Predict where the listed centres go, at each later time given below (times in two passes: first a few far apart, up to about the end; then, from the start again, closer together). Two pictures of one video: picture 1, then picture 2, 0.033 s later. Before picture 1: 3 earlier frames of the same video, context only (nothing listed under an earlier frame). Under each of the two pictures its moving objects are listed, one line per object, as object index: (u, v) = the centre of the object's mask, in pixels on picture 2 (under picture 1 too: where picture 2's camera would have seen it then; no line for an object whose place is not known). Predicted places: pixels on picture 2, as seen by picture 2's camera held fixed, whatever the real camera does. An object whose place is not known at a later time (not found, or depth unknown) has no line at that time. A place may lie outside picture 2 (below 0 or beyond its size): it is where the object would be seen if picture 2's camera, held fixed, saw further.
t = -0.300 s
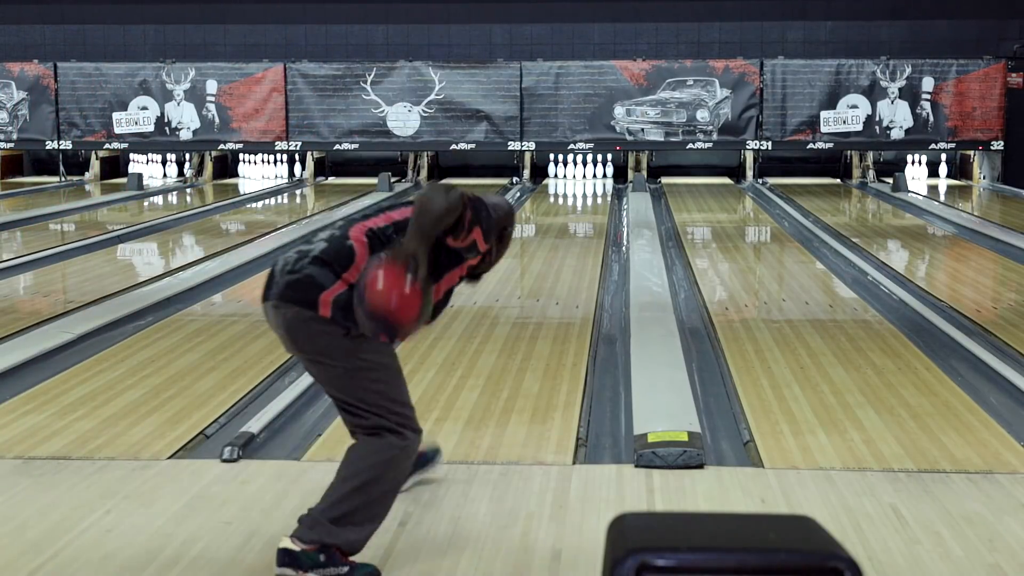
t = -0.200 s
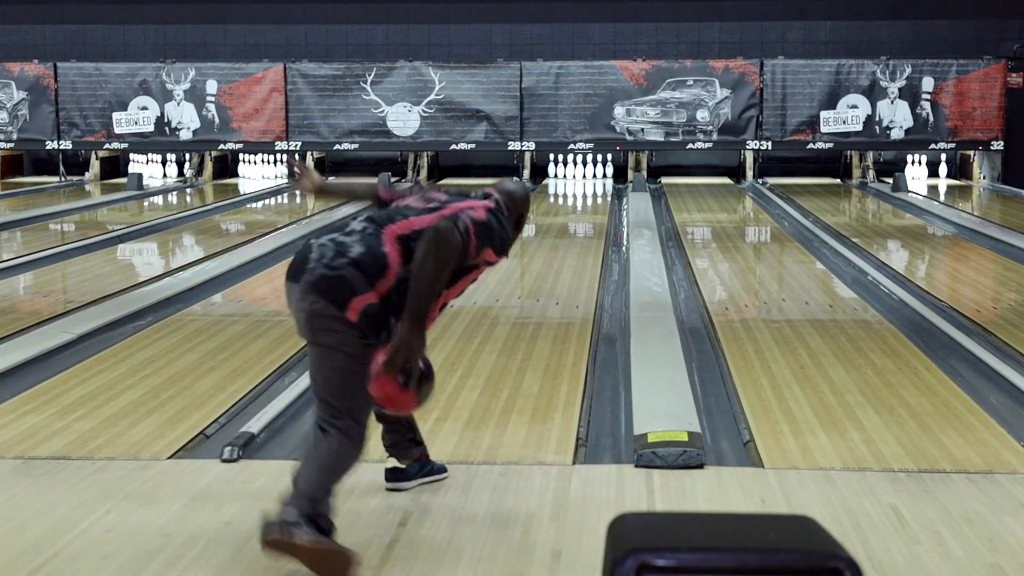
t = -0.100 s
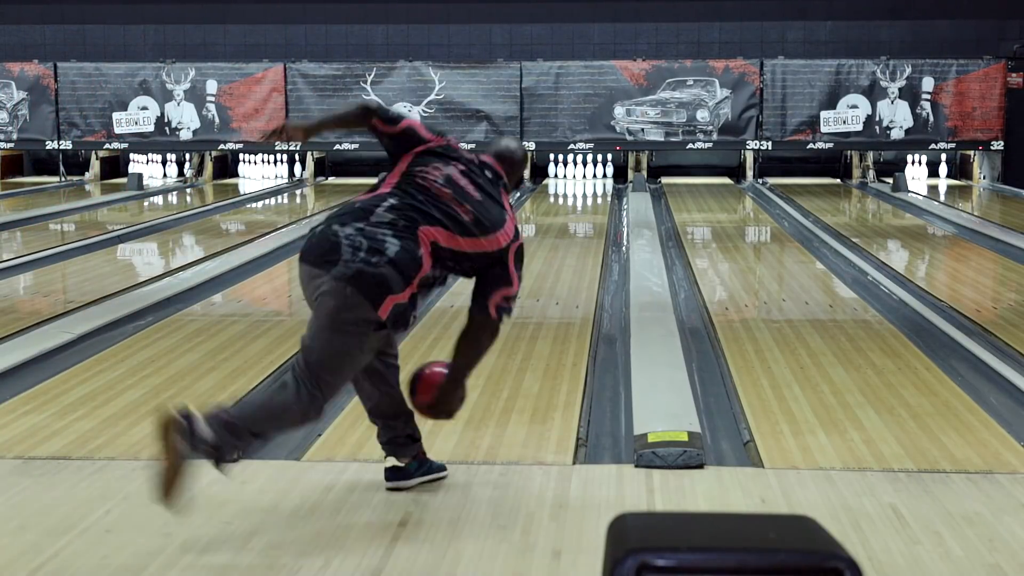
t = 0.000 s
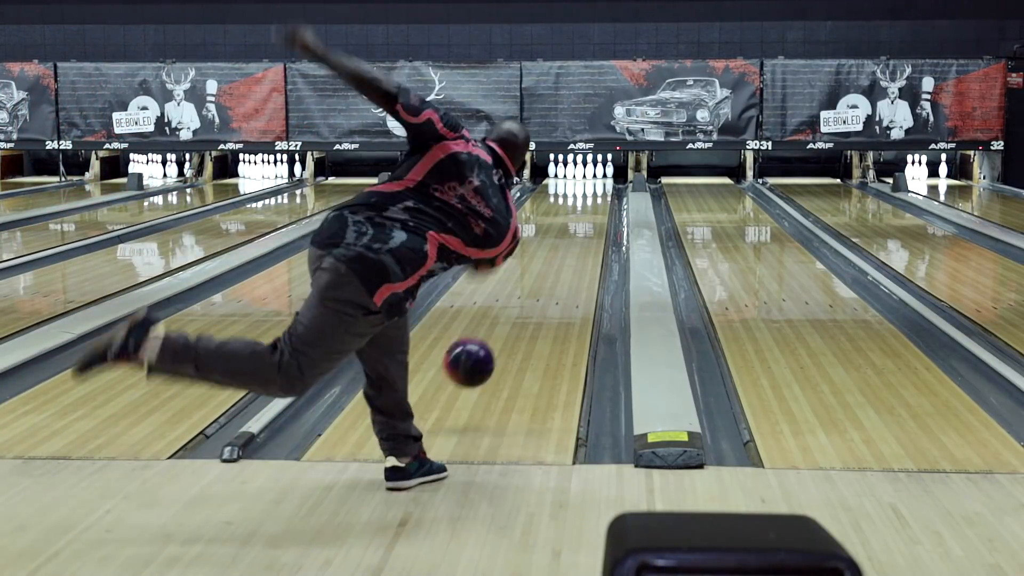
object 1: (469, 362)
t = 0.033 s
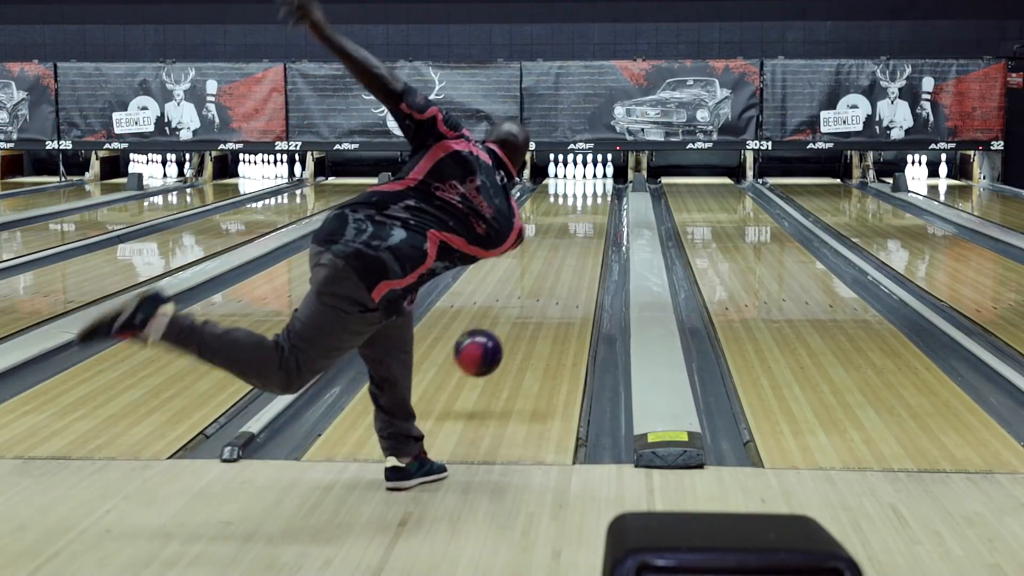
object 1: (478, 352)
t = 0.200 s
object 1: (515, 340)
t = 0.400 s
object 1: (537, 302)
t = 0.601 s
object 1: (563, 268)
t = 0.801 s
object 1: (577, 245)
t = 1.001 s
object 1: (587, 227)
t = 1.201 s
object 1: (594, 213)
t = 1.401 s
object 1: (598, 202)
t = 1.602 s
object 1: (599, 192)
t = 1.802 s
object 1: (596, 185)
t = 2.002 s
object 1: (590, 178)
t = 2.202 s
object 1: (584, 173)
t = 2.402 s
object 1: (585, 171)
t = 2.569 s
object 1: (588, 174)
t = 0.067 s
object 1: (487, 346)
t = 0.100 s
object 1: (495, 342)
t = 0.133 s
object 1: (502, 341)
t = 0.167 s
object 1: (508, 342)
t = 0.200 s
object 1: (515, 340)
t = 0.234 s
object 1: (520, 330)
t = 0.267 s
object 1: (526, 322)
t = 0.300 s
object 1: (530, 316)
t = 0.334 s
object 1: (535, 310)
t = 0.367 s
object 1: (539, 303)
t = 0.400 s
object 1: (537, 302)
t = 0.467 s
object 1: (551, 286)
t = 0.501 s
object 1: (554, 281)
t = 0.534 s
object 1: (558, 277)
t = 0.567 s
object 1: (561, 272)
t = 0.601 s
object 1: (563, 268)
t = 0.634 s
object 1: (566, 264)
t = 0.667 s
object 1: (568, 260)
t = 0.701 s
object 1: (571, 256)
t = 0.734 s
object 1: (573, 252)
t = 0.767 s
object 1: (575, 248)
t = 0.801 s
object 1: (577, 245)
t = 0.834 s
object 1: (579, 242)
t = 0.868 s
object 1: (581, 238)
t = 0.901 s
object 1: (583, 235)
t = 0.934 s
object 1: (584, 232)
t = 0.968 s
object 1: (586, 230)
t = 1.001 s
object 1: (587, 227)
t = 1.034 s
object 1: (588, 225)
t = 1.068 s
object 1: (589, 222)
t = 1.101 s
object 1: (591, 220)
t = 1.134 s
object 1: (592, 218)
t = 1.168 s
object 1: (593, 215)
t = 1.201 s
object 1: (594, 213)
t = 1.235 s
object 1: (595, 211)
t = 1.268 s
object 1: (595, 209)
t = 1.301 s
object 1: (596, 207)
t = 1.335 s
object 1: (597, 205)
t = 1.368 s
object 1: (597, 204)
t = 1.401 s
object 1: (598, 202)
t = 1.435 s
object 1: (598, 200)
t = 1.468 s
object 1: (599, 199)
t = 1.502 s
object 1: (599, 197)
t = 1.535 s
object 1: (599, 196)
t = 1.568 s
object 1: (599, 194)
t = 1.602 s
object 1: (599, 192)
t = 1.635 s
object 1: (599, 191)
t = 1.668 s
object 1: (599, 190)
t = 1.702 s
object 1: (598, 188)
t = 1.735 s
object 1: (598, 187)
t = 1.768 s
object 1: (597, 186)
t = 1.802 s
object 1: (596, 185)
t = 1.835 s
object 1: (596, 184)
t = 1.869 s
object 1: (595, 183)
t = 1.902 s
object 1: (593, 182)
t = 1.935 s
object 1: (592, 181)
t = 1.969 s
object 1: (591, 179)
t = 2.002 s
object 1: (590, 178)
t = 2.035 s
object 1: (589, 177)
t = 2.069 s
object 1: (587, 176)
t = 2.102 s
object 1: (586, 175)
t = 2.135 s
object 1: (585, 174)
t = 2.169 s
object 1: (585, 174)
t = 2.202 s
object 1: (584, 173)
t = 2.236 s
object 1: (584, 172)
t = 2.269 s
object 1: (584, 173)
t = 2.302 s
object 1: (585, 172)
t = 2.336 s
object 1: (585, 171)
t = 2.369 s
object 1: (585, 172)
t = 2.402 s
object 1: (585, 171)
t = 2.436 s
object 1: (586, 170)
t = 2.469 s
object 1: (587, 170)
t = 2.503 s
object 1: (585, 172)
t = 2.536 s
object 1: (585, 172)
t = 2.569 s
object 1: (588, 174)
